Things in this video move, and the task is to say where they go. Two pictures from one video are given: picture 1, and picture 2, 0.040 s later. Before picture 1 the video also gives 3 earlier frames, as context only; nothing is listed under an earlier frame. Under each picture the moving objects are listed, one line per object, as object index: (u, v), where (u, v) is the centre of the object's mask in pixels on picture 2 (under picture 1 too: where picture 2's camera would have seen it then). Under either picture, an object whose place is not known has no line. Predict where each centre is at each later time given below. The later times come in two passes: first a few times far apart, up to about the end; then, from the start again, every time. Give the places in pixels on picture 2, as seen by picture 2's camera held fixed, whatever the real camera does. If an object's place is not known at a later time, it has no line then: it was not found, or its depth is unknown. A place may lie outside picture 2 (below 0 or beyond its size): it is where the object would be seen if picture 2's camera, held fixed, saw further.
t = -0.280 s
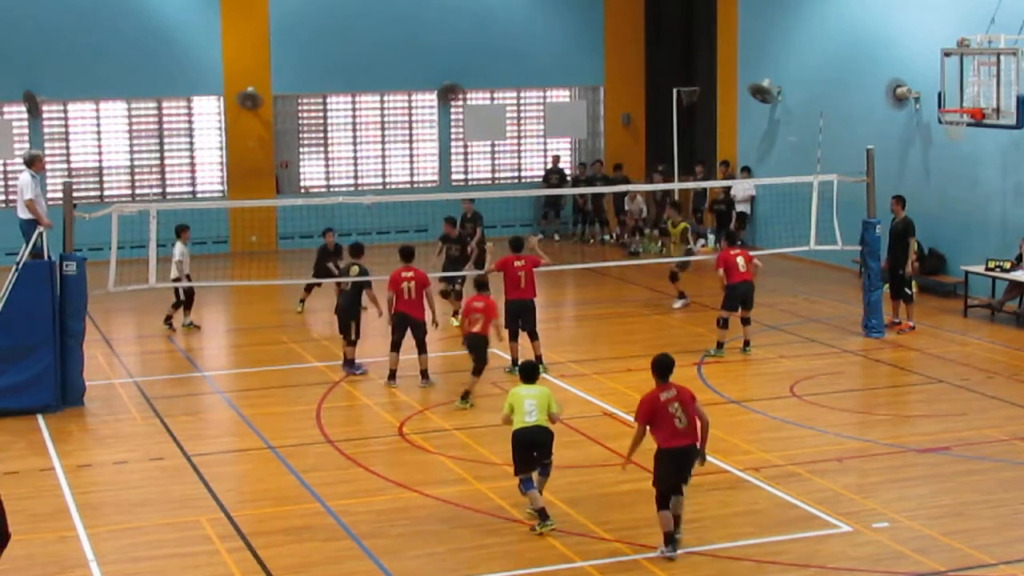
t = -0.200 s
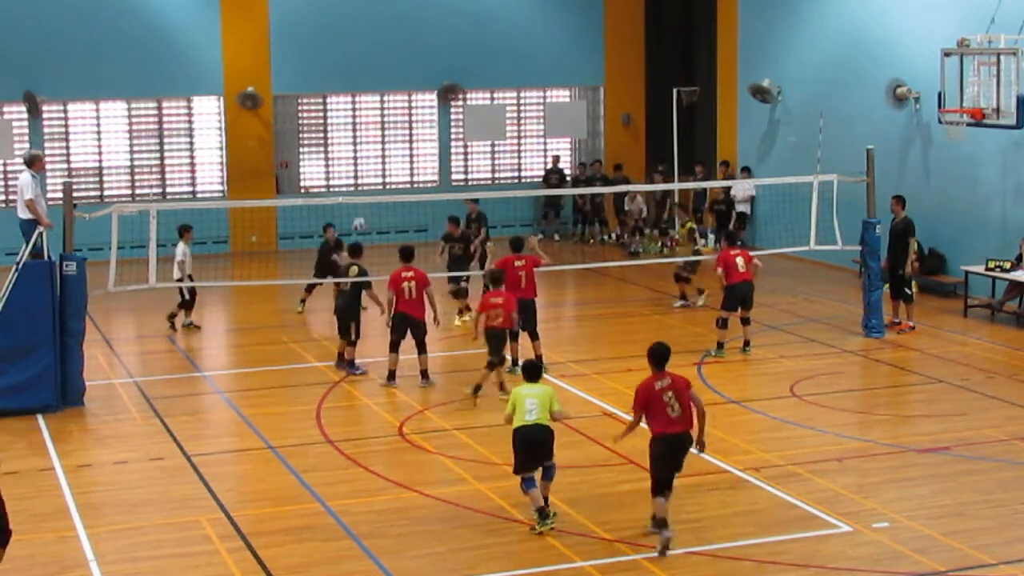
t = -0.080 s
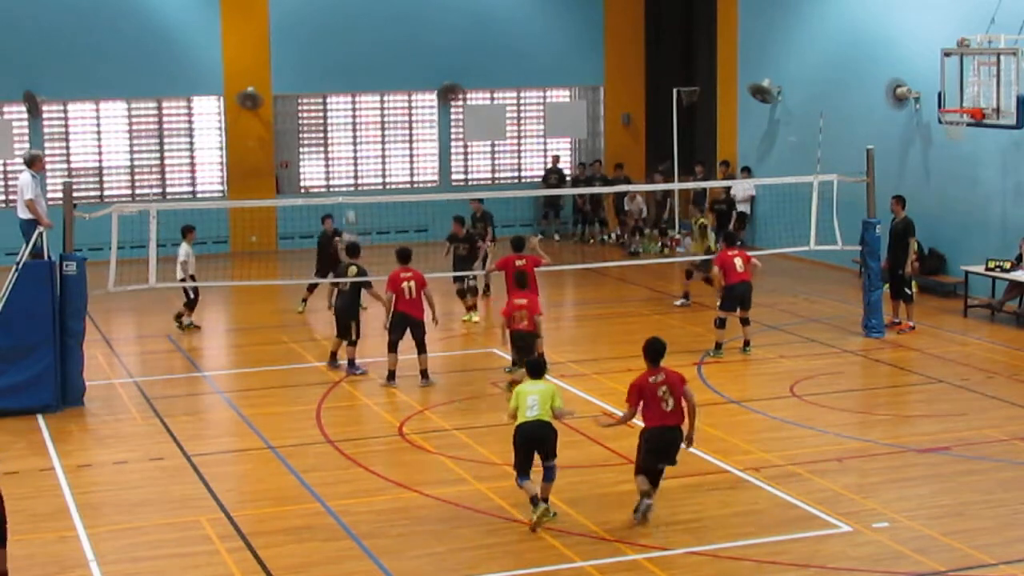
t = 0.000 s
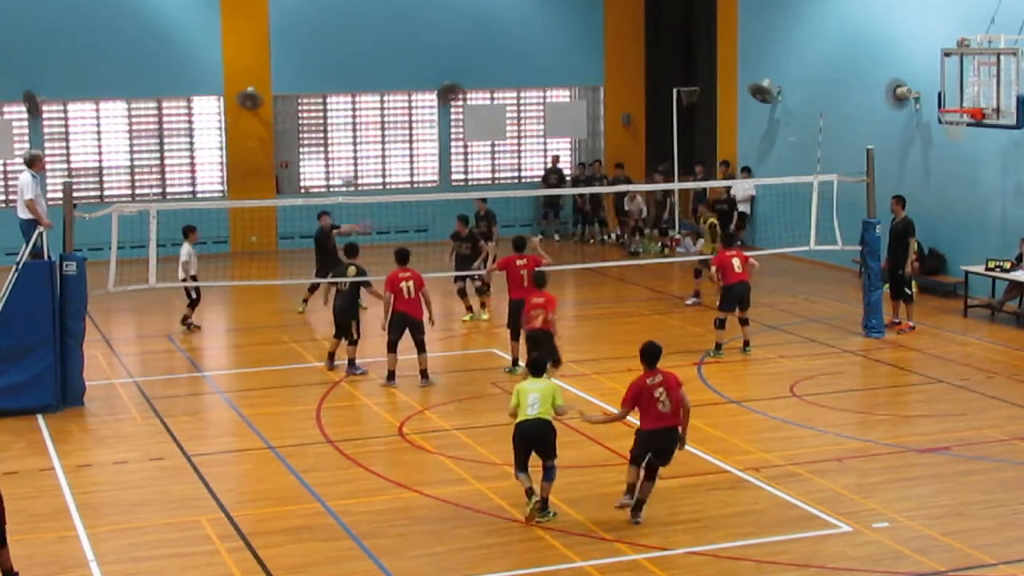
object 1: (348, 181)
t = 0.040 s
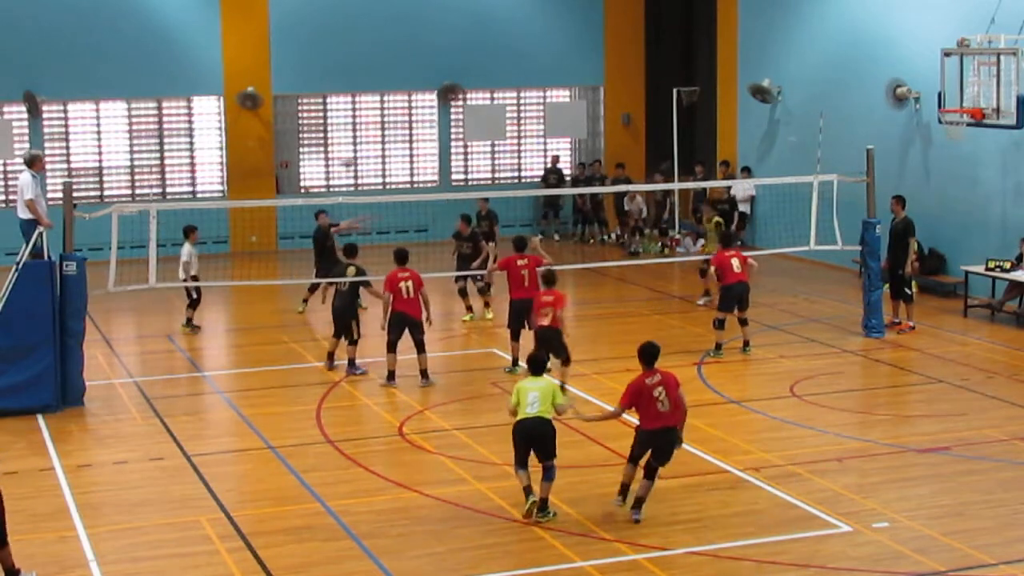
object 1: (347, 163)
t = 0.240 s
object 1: (344, 86)
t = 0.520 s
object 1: (338, 28)
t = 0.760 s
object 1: (338, 17)
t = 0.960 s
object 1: (337, 39)
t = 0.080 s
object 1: (346, 147)
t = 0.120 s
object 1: (346, 131)
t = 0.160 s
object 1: (345, 116)
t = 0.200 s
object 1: (345, 102)
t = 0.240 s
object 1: (344, 86)
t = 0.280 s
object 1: (342, 76)
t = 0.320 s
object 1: (341, 65)
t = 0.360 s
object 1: (341, 56)
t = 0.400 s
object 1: (340, 47)
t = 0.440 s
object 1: (340, 40)
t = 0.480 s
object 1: (338, 32)
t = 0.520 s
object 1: (338, 28)
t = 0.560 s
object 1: (339, 24)
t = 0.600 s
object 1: (339, 20)
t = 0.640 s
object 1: (338, 18)
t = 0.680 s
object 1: (338, 17)
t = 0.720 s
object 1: (338, 17)
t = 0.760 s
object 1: (338, 17)
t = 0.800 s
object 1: (337, 20)
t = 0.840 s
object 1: (337, 23)
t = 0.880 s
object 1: (337, 27)
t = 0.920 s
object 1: (337, 32)
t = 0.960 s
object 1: (337, 39)
